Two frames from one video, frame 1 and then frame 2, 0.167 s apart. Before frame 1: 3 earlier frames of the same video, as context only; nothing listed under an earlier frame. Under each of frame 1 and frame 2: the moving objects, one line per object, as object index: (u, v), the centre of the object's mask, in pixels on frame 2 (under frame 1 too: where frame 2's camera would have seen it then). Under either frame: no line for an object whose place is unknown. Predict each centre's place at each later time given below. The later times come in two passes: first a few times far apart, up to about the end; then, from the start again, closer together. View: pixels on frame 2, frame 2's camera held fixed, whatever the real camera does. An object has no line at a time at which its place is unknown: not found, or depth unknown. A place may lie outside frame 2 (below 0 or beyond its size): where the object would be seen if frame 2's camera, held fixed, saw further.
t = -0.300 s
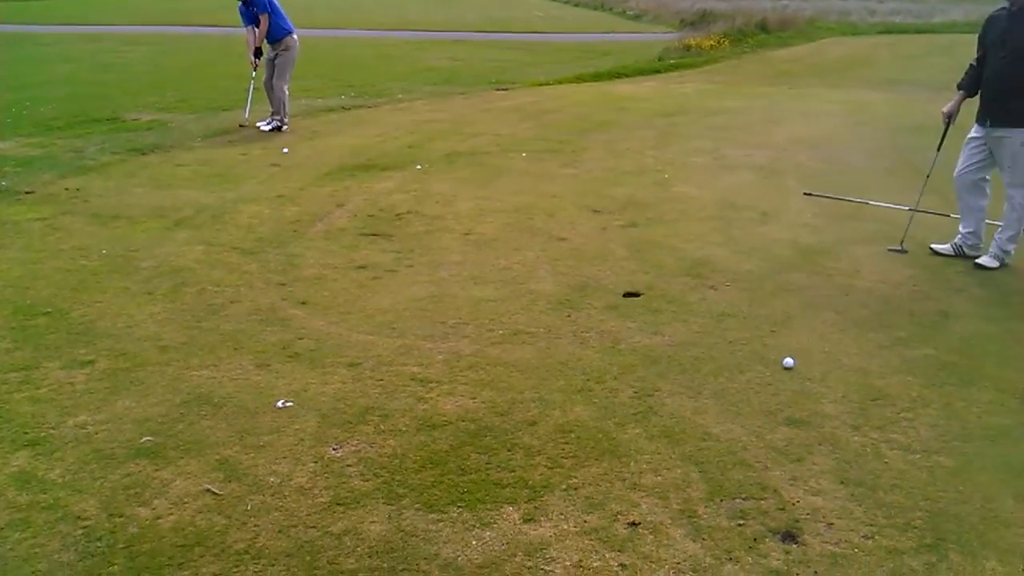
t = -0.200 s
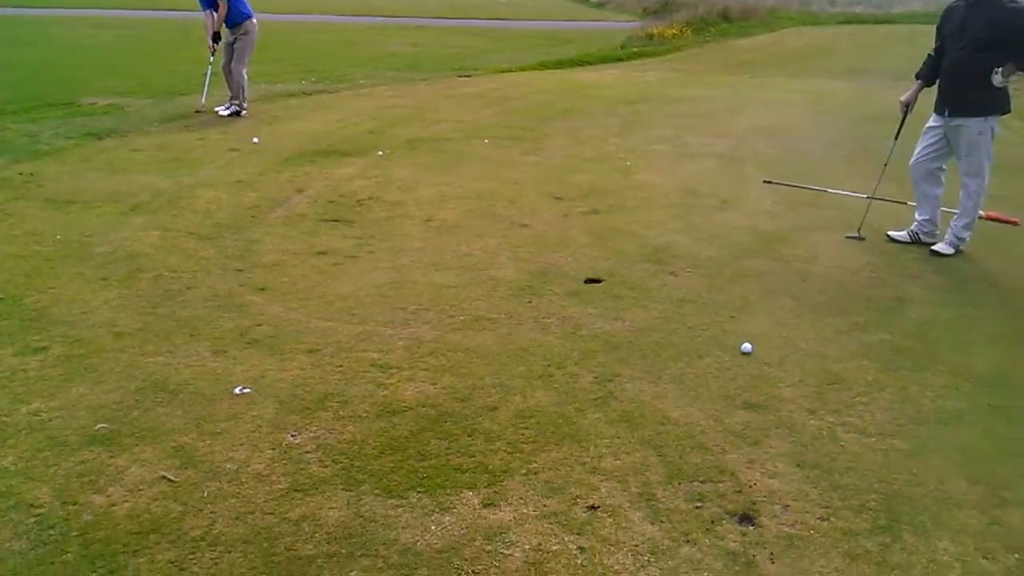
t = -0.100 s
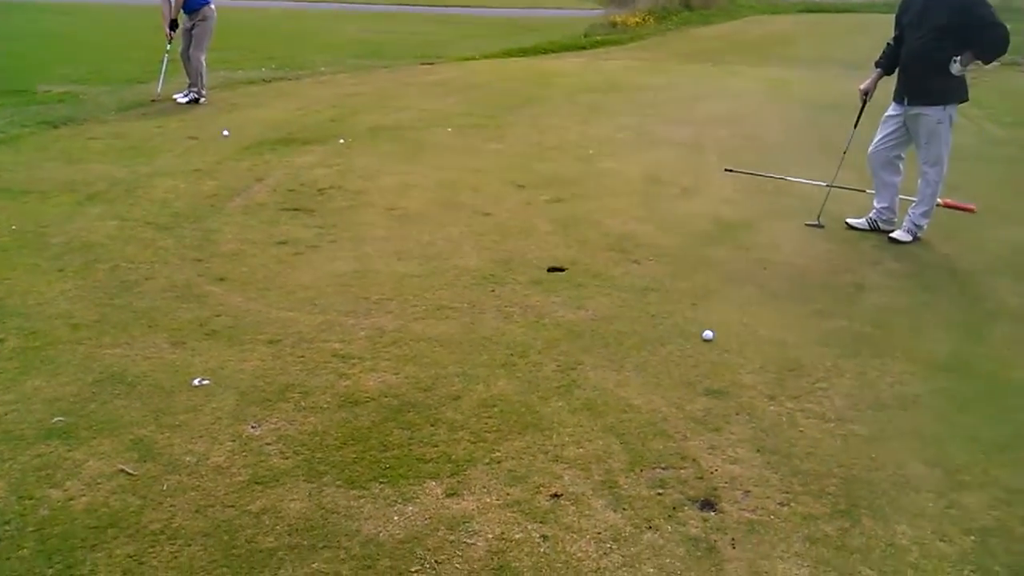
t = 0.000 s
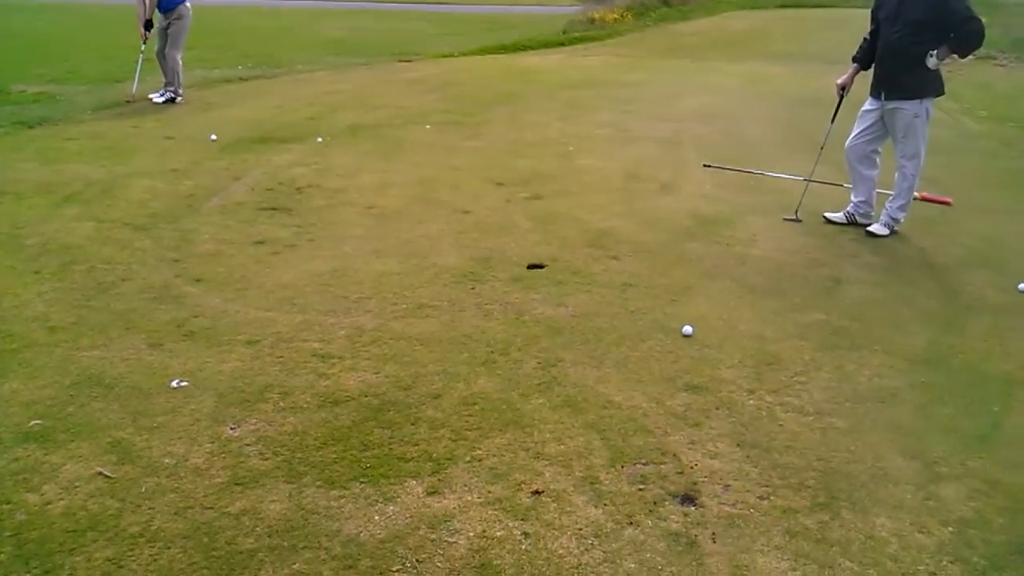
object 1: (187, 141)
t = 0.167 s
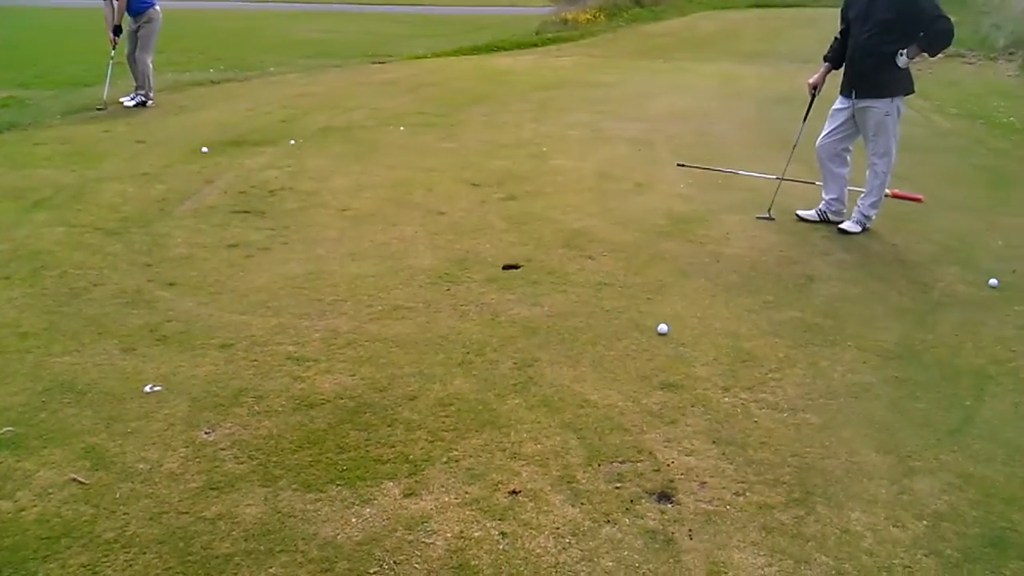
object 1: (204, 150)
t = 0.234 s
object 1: (210, 153)
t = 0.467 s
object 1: (237, 165)
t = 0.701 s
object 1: (264, 177)
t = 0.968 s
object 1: (294, 192)
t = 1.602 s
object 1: (348, 228)
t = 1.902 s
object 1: (371, 243)
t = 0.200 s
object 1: (208, 152)
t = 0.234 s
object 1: (210, 153)
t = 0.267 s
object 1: (214, 154)
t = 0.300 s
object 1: (218, 156)
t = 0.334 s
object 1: (223, 157)
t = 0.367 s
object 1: (225, 160)
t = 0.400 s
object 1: (230, 161)
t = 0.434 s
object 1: (234, 162)
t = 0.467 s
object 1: (237, 165)
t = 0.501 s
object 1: (240, 166)
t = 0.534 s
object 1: (245, 168)
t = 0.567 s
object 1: (250, 170)
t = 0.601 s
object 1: (253, 172)
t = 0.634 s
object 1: (257, 173)
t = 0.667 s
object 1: (261, 174)
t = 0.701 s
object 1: (264, 177)
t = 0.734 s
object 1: (269, 179)
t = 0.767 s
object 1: (273, 181)
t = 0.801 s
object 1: (276, 183)
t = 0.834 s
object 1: (280, 184)
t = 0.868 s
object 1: (285, 186)
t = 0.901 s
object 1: (288, 189)
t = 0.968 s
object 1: (294, 192)
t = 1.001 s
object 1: (298, 194)
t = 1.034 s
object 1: (301, 195)
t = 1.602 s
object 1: (348, 228)
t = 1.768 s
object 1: (361, 237)
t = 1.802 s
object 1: (364, 239)
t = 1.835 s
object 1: (366, 240)
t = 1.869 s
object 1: (369, 242)
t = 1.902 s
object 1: (371, 243)
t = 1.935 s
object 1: (373, 245)
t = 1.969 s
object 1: (375, 247)
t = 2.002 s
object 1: (377, 249)
